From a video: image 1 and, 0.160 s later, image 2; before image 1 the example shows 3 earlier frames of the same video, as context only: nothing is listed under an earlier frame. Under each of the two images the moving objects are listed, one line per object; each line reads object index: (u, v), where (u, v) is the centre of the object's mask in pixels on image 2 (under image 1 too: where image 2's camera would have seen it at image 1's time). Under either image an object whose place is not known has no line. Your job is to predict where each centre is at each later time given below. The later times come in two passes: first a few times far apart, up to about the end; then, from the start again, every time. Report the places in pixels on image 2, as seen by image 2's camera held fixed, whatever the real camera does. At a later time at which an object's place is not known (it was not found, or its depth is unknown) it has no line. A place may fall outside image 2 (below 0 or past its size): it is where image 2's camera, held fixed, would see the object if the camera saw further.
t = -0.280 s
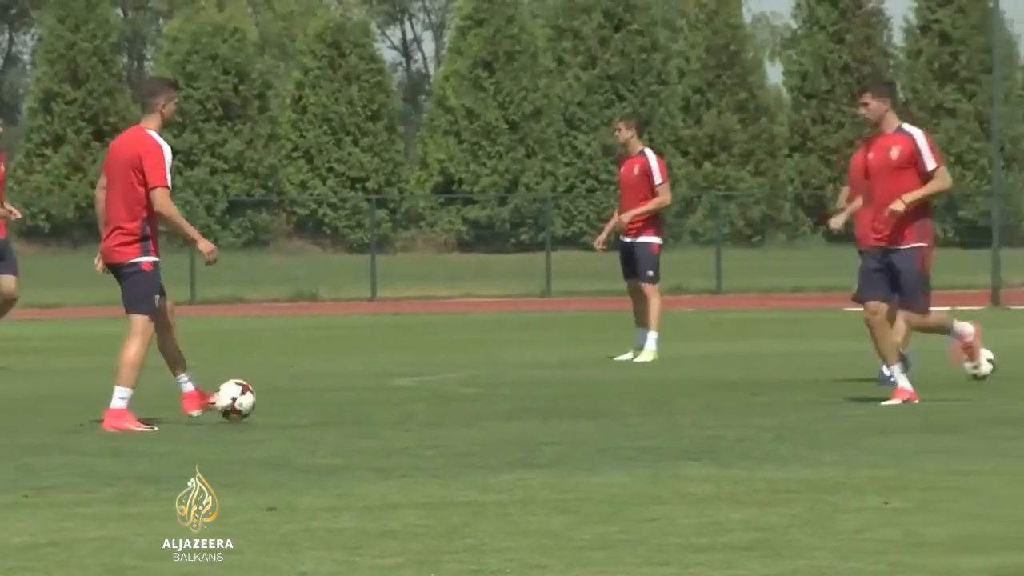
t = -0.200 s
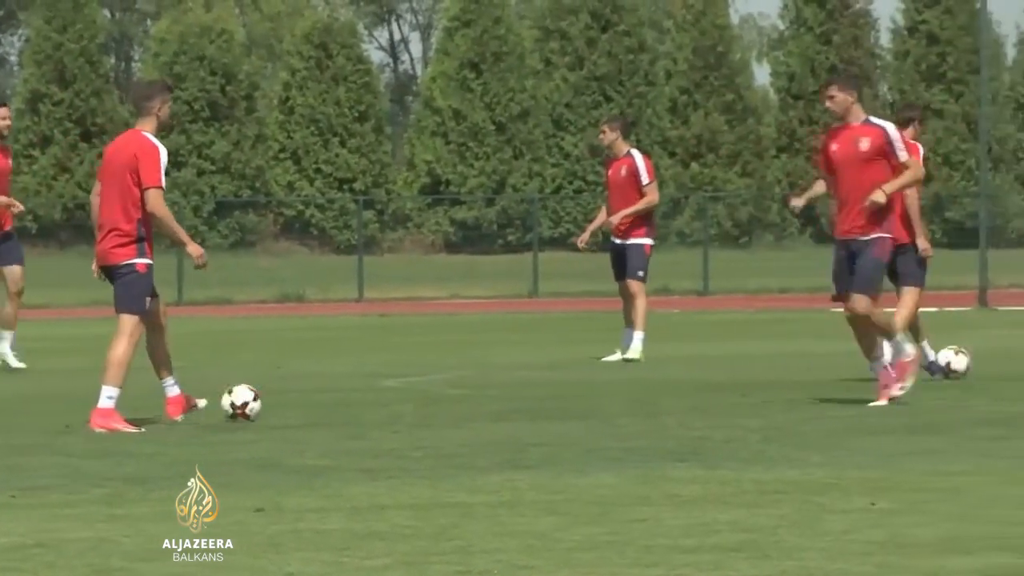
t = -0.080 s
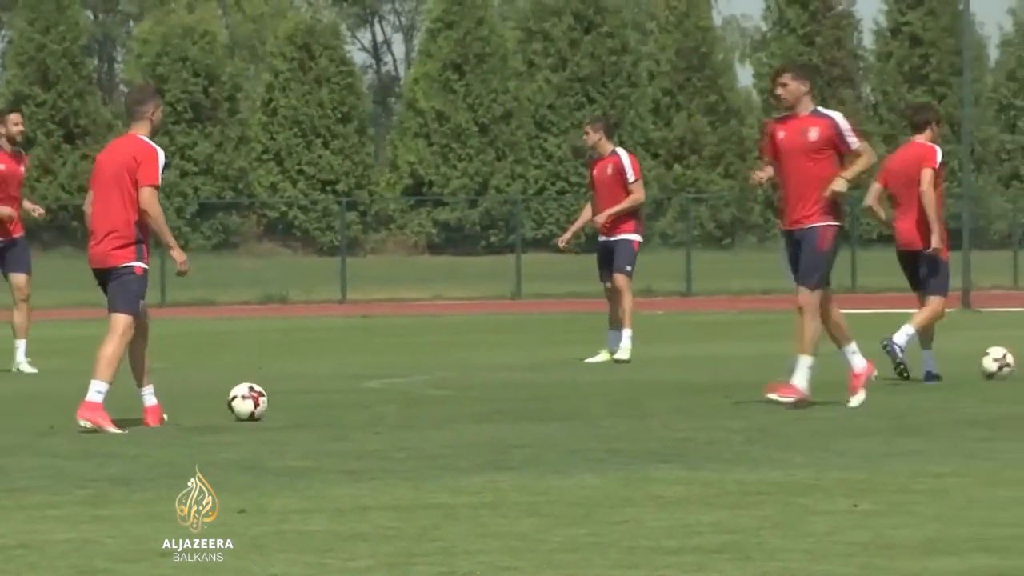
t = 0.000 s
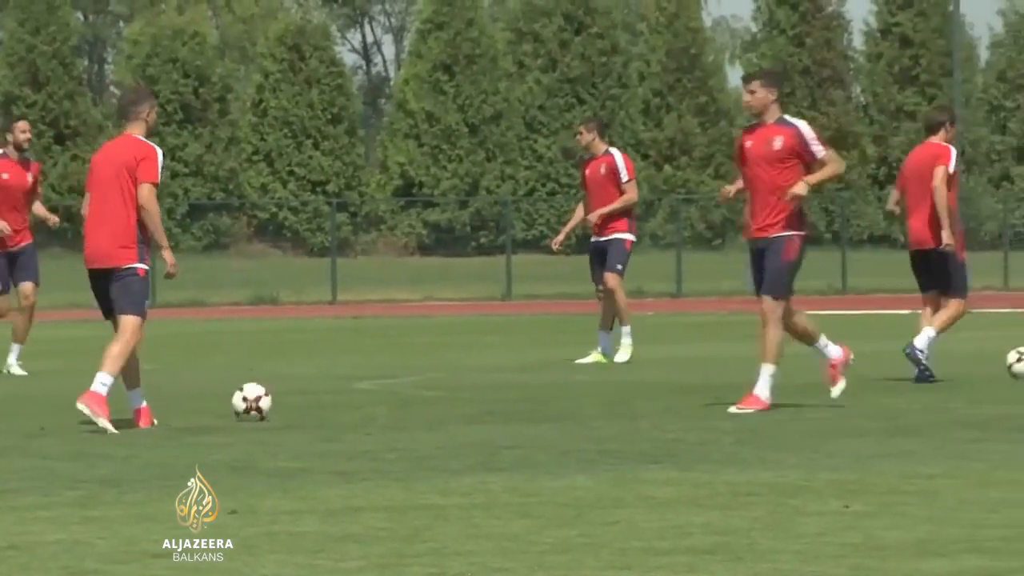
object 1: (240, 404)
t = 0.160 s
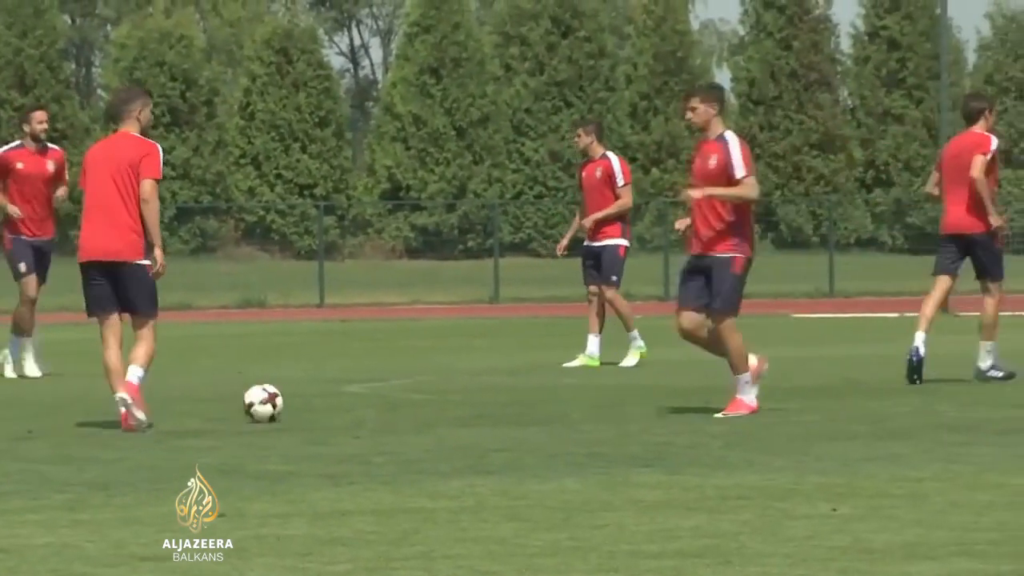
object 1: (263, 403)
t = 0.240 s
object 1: (273, 402)
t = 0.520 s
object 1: (307, 400)
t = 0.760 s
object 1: (332, 398)
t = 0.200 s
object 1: (268, 402)
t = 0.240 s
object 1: (273, 402)
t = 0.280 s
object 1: (278, 402)
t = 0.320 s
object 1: (283, 401)
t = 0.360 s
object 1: (288, 401)
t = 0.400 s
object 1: (292, 401)
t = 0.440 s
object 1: (297, 399)
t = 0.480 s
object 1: (302, 399)
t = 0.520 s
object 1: (307, 400)
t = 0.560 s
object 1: (311, 399)
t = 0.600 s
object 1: (316, 398)
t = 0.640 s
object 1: (319, 399)
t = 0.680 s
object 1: (324, 398)
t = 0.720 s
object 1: (328, 399)
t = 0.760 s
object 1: (332, 398)
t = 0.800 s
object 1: (337, 398)
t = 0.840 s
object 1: (341, 397)
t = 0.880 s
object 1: (344, 397)
